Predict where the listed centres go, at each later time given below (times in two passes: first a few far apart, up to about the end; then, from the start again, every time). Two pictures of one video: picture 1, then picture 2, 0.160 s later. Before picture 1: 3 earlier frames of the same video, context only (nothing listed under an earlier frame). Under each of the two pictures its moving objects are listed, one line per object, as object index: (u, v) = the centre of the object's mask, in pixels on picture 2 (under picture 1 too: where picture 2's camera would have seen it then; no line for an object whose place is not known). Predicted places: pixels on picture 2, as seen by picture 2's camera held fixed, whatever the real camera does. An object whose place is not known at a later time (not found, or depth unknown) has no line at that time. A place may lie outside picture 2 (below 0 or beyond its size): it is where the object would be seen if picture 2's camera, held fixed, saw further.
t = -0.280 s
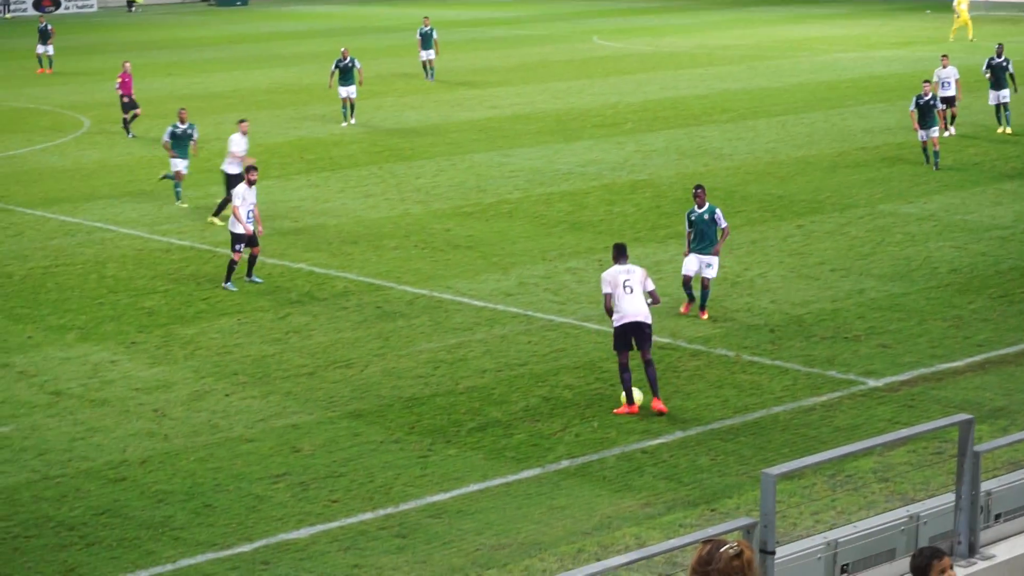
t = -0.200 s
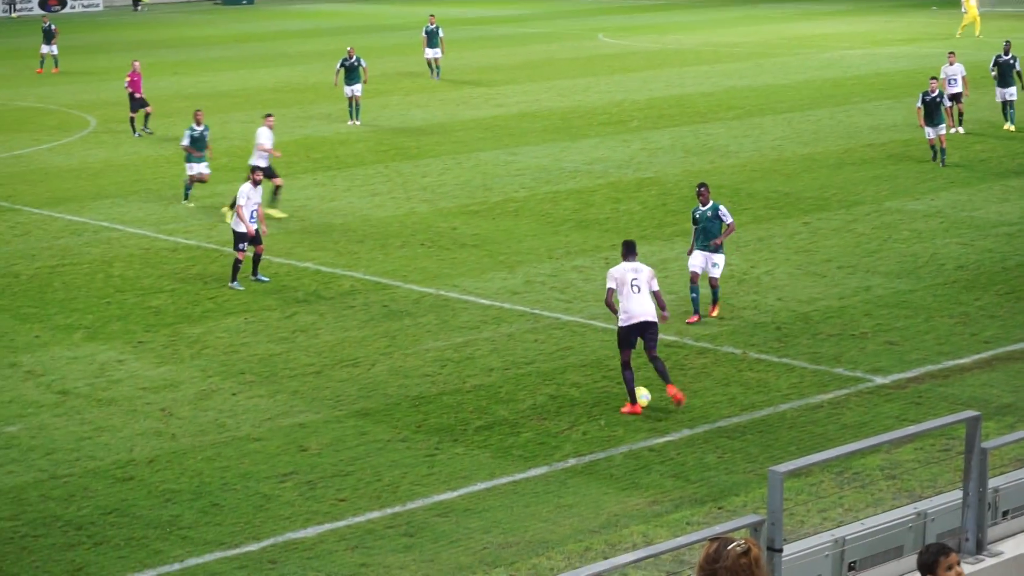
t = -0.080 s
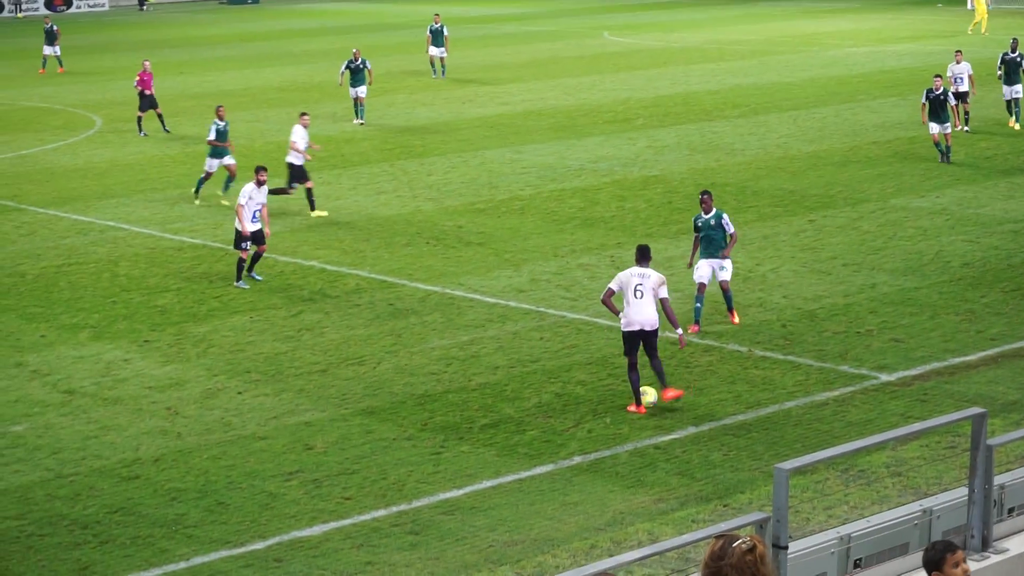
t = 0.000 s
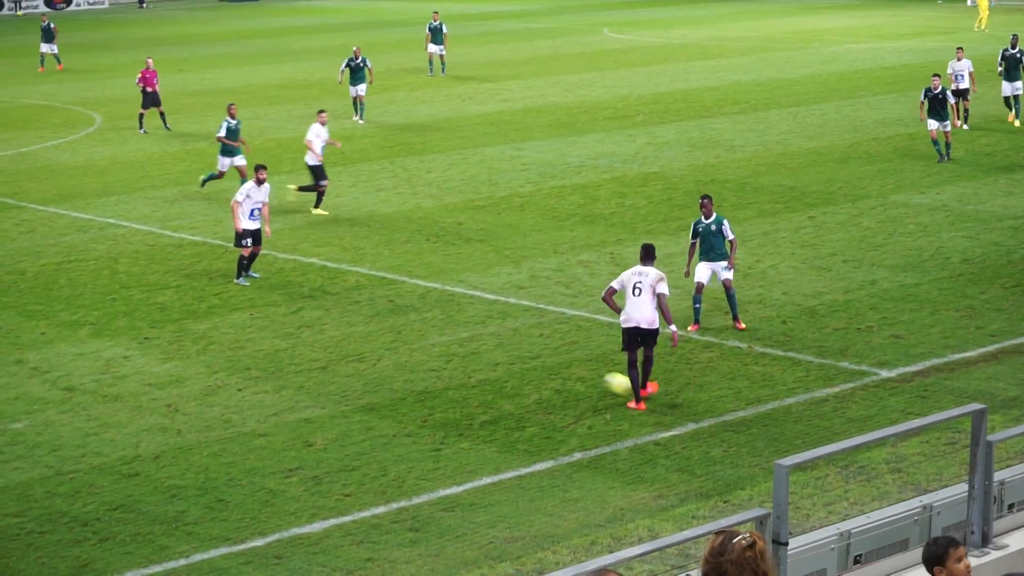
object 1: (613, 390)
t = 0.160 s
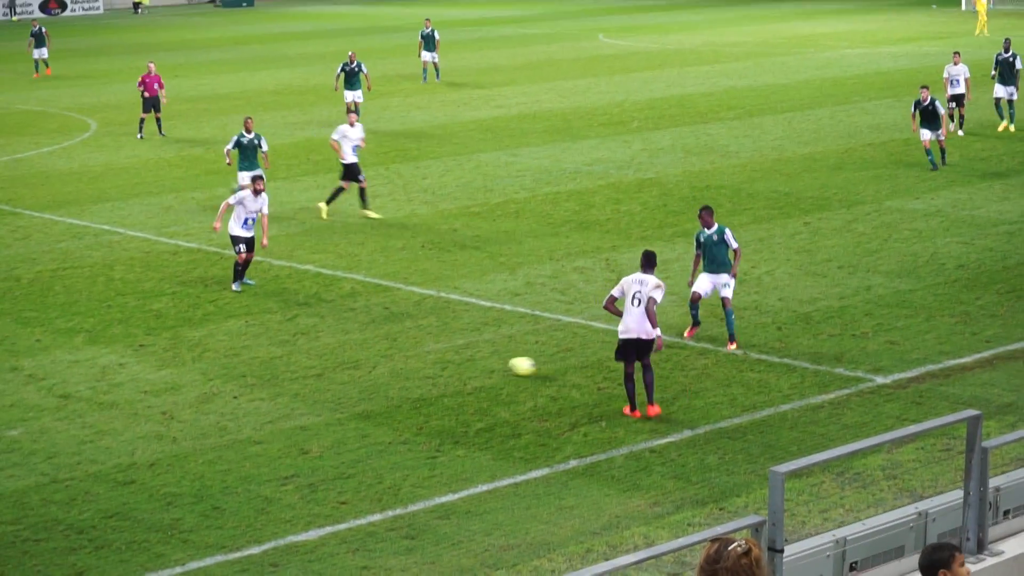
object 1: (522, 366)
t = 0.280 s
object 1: (465, 347)
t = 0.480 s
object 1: (387, 325)
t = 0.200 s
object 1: (502, 360)
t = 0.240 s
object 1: (483, 351)
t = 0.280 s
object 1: (465, 347)
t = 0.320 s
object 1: (448, 342)
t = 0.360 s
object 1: (431, 339)
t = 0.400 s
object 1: (415, 334)
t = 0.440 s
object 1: (401, 329)
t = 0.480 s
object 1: (387, 325)
